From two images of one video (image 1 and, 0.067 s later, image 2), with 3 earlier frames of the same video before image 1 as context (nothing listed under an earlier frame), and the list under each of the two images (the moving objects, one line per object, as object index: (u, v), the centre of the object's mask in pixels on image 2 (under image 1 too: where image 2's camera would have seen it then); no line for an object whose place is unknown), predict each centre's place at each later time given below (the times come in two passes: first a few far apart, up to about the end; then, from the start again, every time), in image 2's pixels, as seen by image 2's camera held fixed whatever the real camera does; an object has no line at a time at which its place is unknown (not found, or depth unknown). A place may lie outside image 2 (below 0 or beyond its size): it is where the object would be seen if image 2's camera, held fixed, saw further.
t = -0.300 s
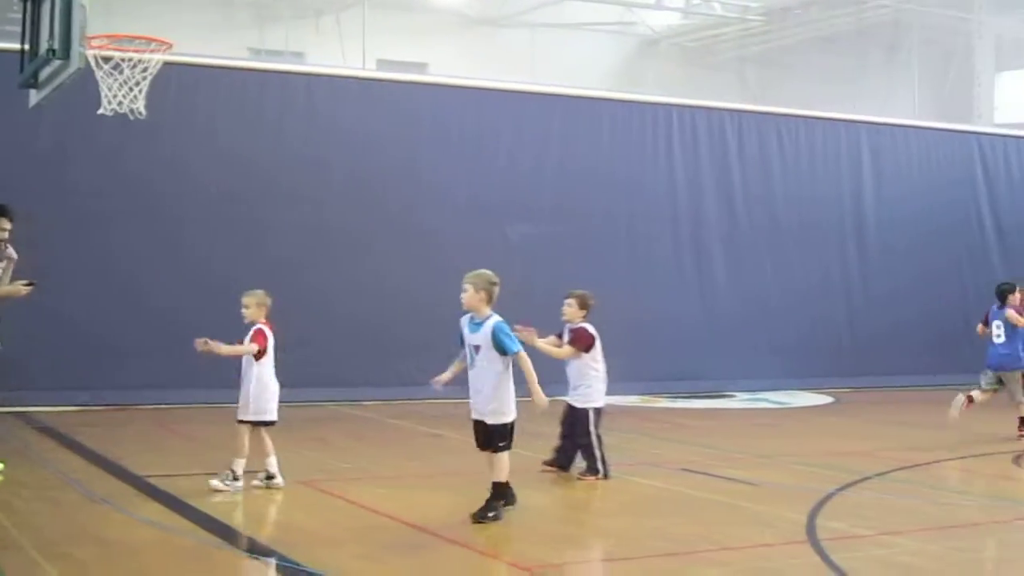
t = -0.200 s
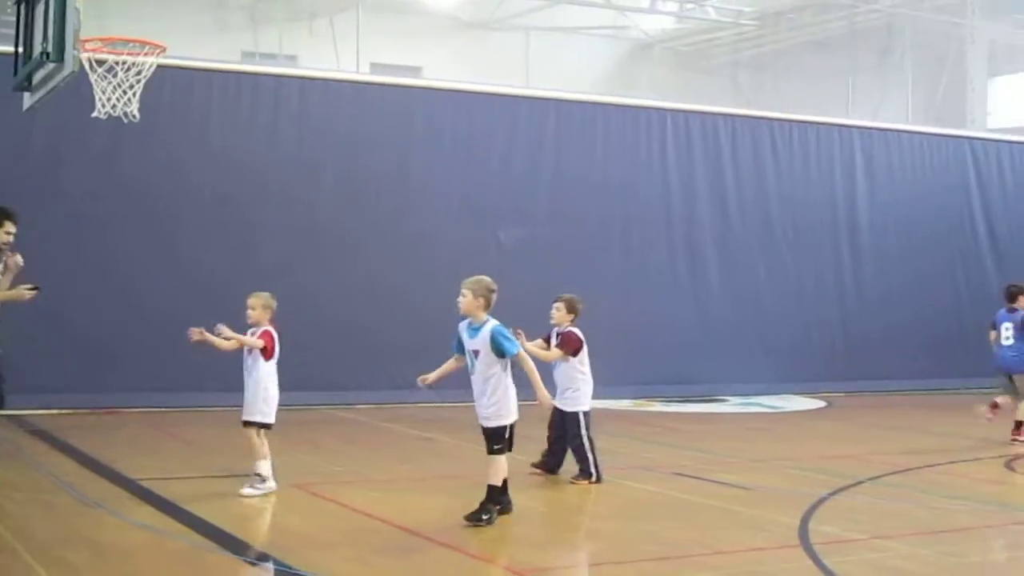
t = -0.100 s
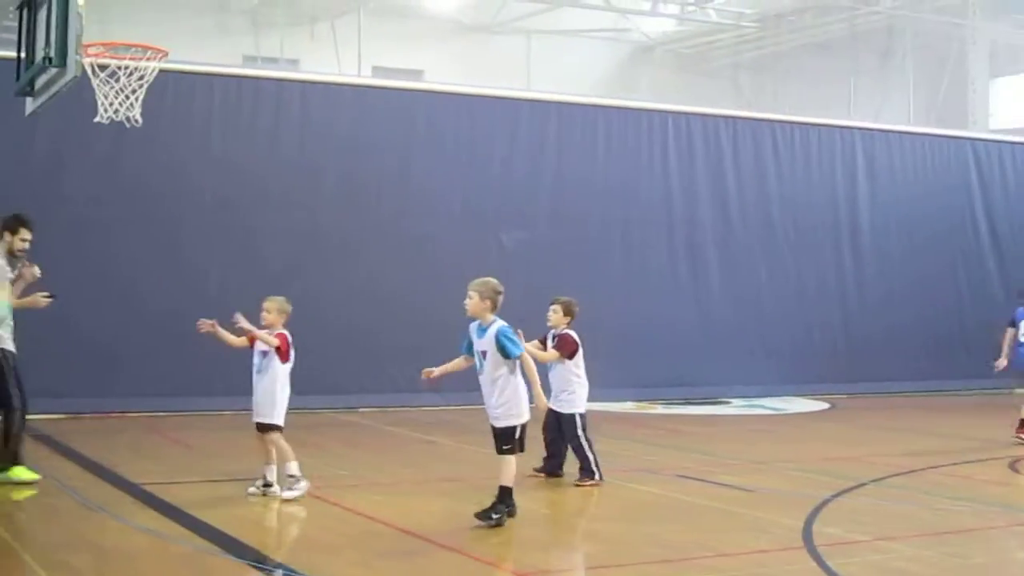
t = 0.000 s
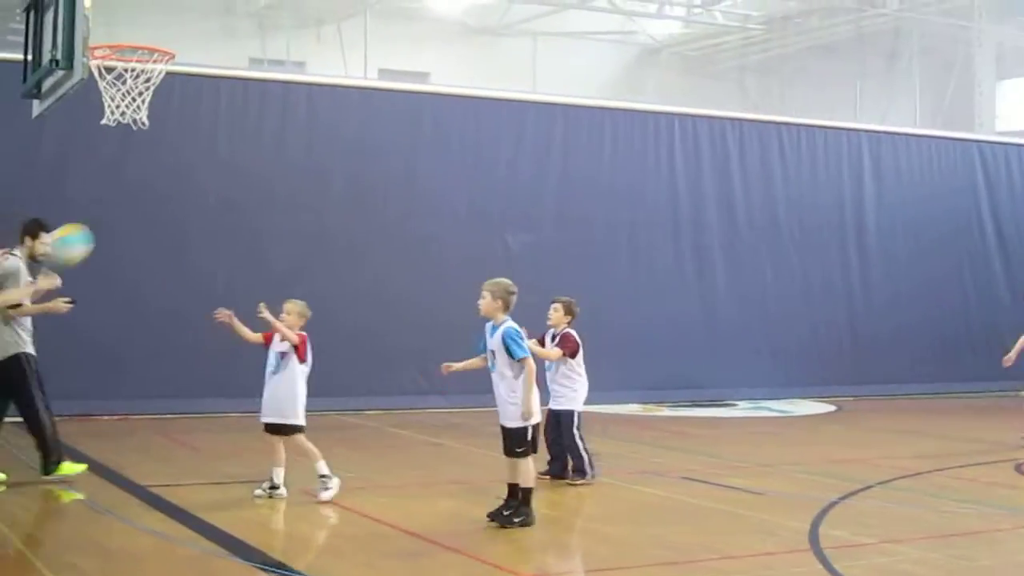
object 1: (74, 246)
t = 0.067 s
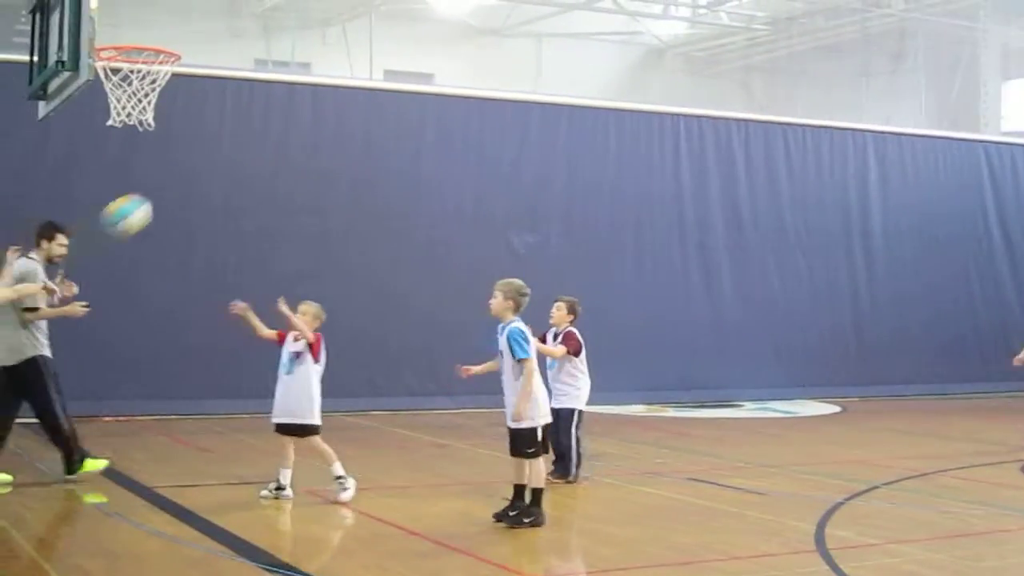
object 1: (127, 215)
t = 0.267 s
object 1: (273, 172)
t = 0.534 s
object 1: (425, 220)
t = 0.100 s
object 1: (153, 202)
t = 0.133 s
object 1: (178, 192)
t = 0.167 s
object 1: (204, 184)
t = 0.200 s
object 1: (229, 178)
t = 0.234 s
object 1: (251, 173)
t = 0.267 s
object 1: (273, 172)
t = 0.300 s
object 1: (293, 173)
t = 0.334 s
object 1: (314, 176)
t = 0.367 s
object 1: (335, 178)
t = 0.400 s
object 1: (355, 183)
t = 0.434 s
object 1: (374, 190)
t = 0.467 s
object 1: (391, 198)
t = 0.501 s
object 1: (409, 208)
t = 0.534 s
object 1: (425, 220)
